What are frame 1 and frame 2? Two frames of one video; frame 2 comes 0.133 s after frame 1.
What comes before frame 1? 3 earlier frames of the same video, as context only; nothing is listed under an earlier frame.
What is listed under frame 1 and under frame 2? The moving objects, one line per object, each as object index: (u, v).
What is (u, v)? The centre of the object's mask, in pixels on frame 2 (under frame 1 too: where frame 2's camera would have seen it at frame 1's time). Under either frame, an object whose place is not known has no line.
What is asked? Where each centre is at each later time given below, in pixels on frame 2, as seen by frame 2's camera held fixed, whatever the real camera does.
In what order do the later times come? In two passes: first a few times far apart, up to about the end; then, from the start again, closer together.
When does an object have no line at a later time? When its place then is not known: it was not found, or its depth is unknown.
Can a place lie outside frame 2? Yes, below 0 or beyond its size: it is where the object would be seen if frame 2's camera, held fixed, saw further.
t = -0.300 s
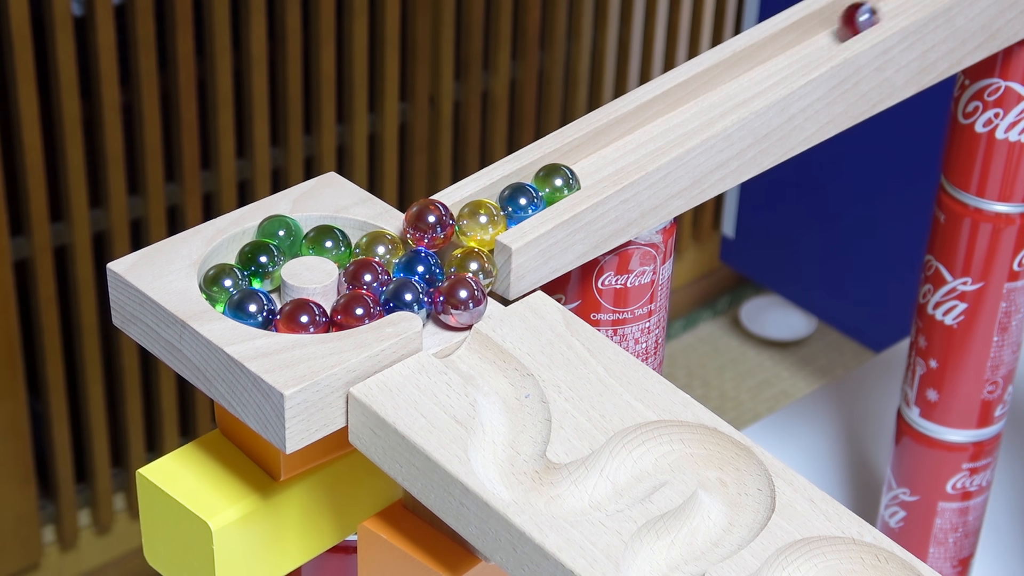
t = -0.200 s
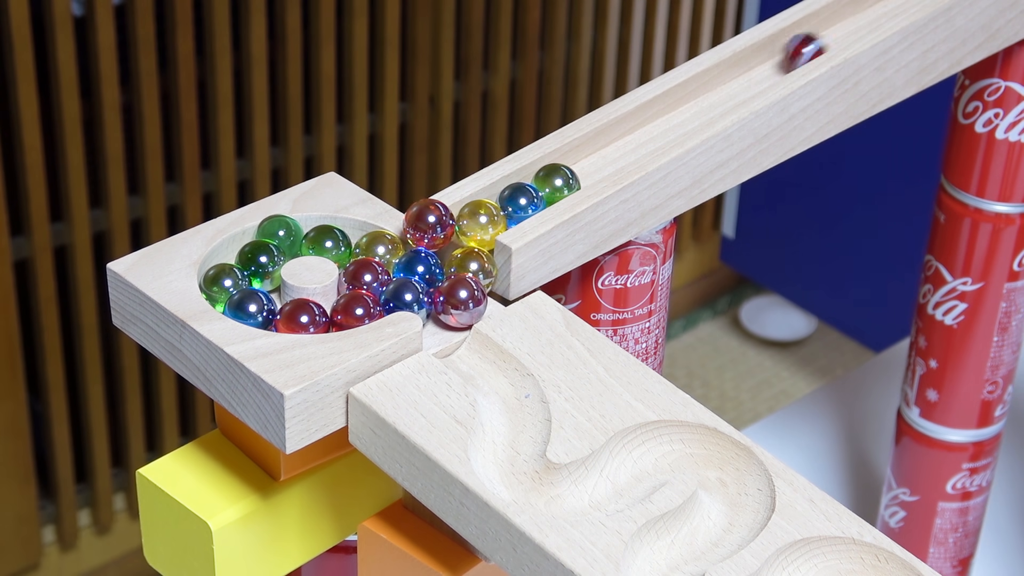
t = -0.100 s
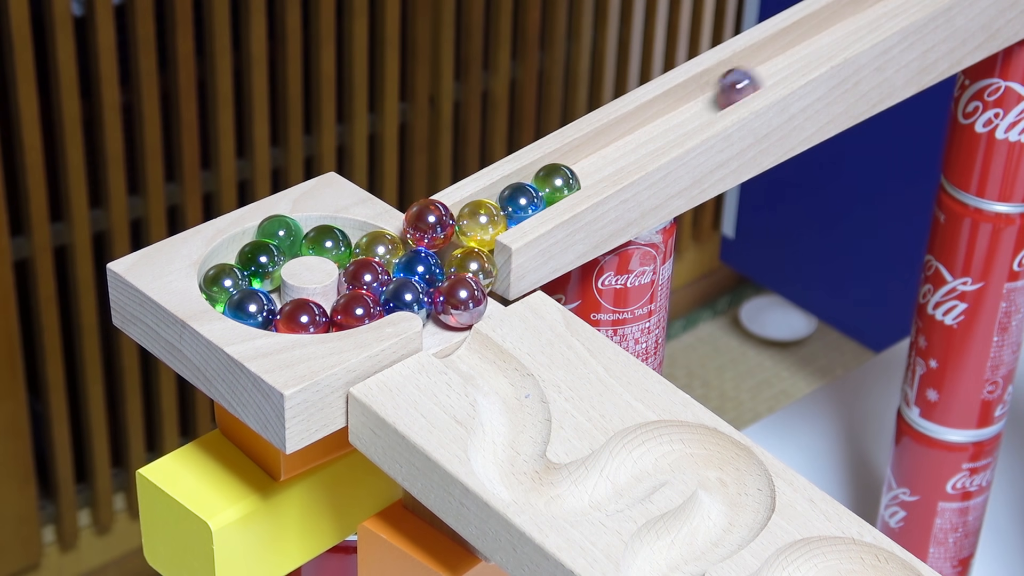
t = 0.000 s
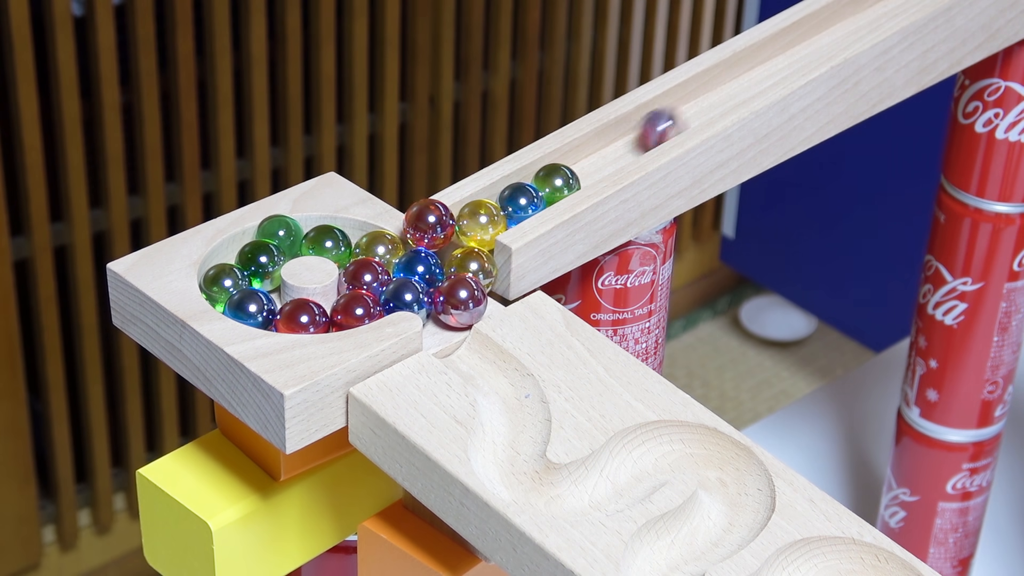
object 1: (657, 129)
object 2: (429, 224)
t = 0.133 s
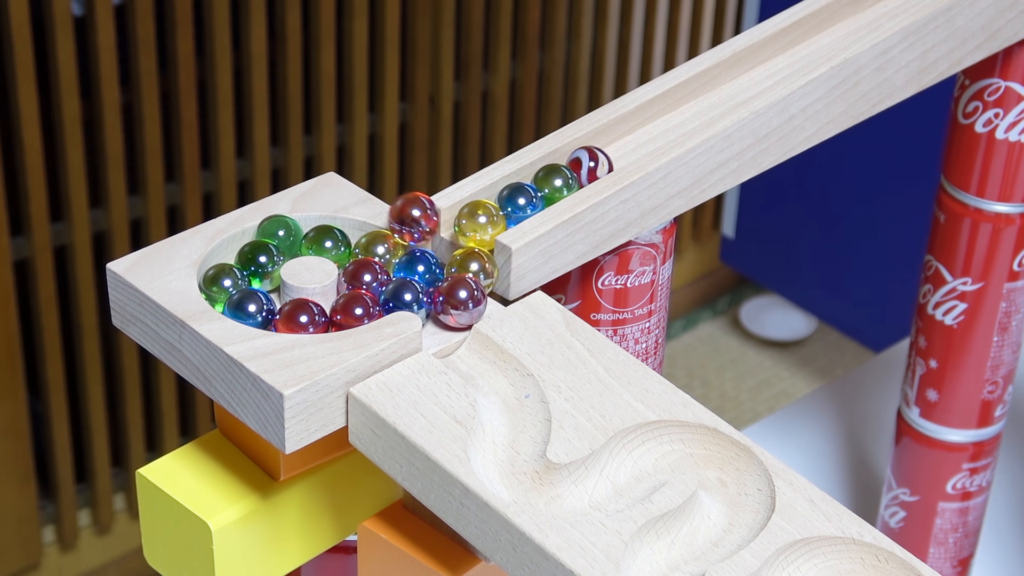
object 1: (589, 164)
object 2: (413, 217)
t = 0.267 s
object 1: (589, 164)
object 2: (422, 223)
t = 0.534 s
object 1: (585, 166)
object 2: (420, 222)
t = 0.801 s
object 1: (585, 167)
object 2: (419, 222)
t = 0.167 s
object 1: (588, 165)
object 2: (422, 221)
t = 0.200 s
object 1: (588, 164)
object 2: (423, 223)
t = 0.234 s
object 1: (588, 164)
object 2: (422, 223)
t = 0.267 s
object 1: (589, 164)
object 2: (422, 223)
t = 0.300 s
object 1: (589, 164)
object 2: (422, 223)
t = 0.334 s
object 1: (588, 165)
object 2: (422, 223)
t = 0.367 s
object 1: (587, 166)
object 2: (422, 223)
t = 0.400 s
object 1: (586, 166)
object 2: (421, 222)
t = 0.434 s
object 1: (586, 166)
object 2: (420, 222)
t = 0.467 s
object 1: (586, 166)
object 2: (420, 222)
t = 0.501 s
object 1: (585, 166)
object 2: (420, 222)
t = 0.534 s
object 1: (585, 166)
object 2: (420, 222)
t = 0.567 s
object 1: (586, 166)
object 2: (420, 222)
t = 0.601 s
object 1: (585, 167)
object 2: (419, 222)
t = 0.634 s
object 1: (585, 167)
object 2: (419, 222)
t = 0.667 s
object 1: (585, 167)
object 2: (419, 223)
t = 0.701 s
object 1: (585, 167)
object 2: (419, 222)
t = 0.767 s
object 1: (585, 167)
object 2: (419, 222)
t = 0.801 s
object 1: (585, 167)
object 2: (419, 222)
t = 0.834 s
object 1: (585, 167)
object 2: (419, 222)
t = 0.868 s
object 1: (585, 167)
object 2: (419, 223)
